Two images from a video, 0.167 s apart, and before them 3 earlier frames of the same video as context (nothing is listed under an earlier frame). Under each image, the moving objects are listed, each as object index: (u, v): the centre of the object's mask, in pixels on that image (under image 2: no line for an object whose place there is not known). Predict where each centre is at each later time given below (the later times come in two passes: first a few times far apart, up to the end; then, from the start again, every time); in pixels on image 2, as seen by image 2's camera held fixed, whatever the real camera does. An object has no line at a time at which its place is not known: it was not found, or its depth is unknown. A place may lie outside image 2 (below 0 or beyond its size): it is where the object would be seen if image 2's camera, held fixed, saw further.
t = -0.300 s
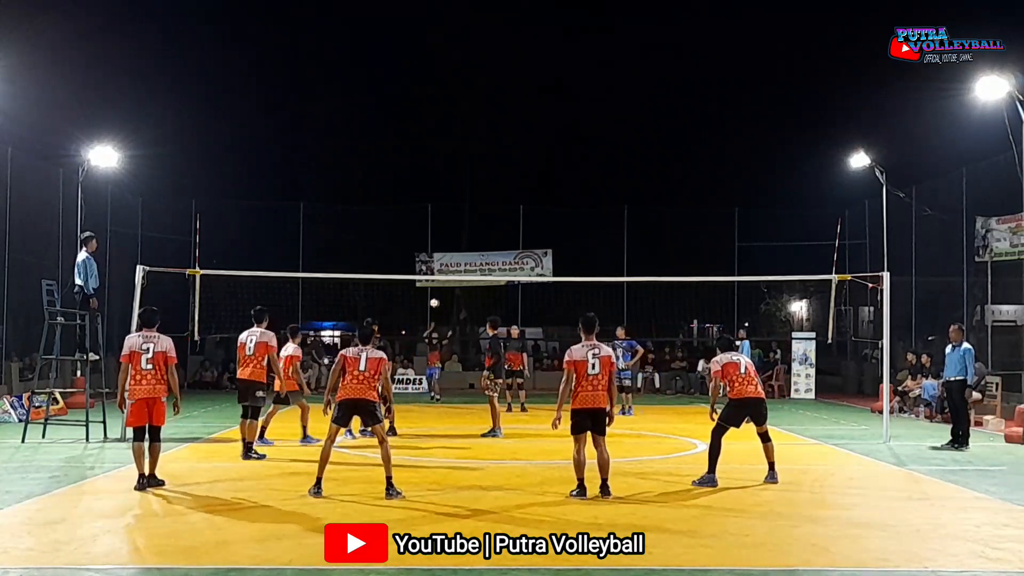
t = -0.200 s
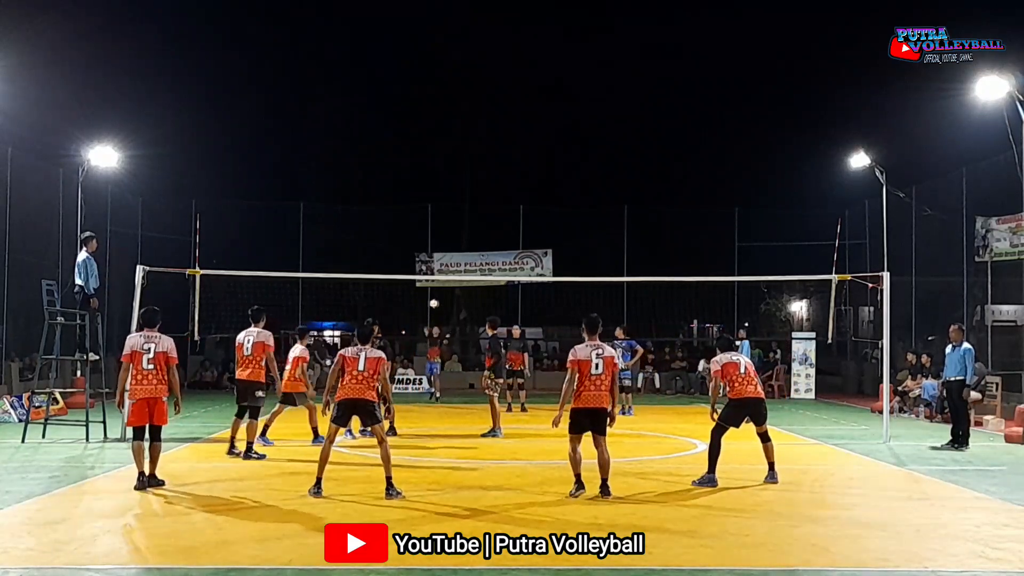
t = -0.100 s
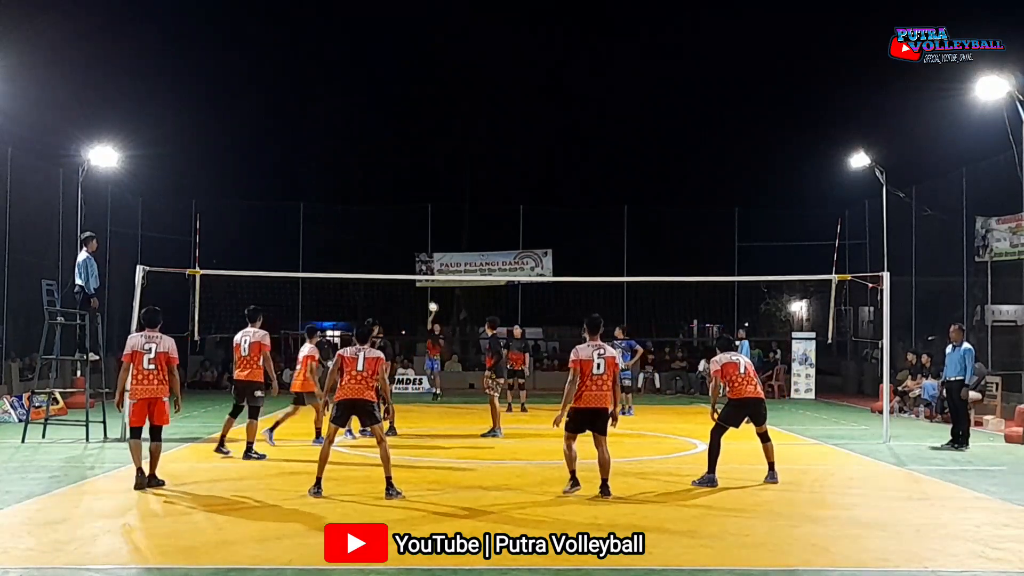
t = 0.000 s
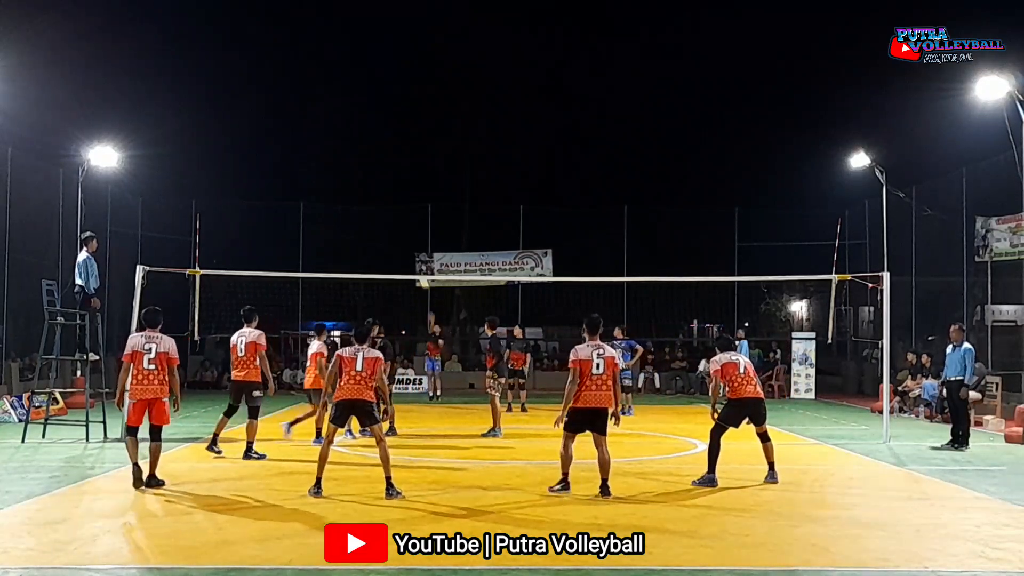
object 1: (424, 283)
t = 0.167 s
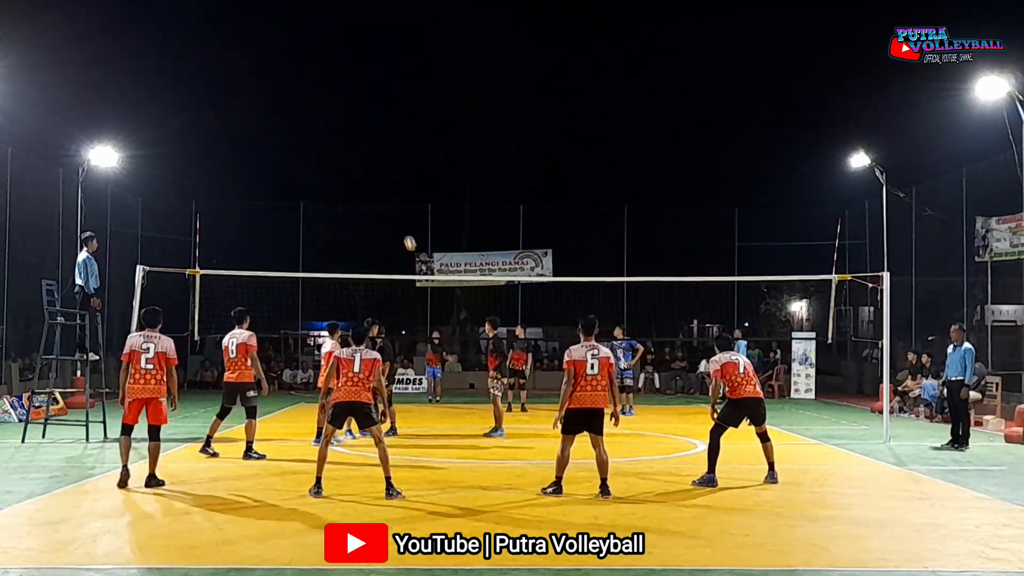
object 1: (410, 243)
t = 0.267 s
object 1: (401, 225)
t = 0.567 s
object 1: (369, 197)
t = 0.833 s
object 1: (340, 222)
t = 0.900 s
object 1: (331, 238)
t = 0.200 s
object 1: (407, 237)
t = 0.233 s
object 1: (404, 230)
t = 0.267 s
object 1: (401, 225)
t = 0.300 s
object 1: (397, 219)
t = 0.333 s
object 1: (394, 214)
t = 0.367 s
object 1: (391, 210)
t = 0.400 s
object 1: (387, 207)
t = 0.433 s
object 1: (384, 203)
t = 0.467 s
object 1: (380, 200)
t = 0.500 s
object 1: (376, 198)
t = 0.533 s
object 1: (373, 197)
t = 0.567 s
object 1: (369, 197)
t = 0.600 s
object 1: (366, 197)
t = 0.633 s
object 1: (362, 198)
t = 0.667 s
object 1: (359, 200)
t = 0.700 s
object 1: (355, 202)
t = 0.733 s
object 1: (351, 206)
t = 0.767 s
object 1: (347, 210)
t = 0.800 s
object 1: (343, 216)
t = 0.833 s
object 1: (340, 222)
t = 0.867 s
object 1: (336, 229)
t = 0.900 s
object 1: (331, 238)
